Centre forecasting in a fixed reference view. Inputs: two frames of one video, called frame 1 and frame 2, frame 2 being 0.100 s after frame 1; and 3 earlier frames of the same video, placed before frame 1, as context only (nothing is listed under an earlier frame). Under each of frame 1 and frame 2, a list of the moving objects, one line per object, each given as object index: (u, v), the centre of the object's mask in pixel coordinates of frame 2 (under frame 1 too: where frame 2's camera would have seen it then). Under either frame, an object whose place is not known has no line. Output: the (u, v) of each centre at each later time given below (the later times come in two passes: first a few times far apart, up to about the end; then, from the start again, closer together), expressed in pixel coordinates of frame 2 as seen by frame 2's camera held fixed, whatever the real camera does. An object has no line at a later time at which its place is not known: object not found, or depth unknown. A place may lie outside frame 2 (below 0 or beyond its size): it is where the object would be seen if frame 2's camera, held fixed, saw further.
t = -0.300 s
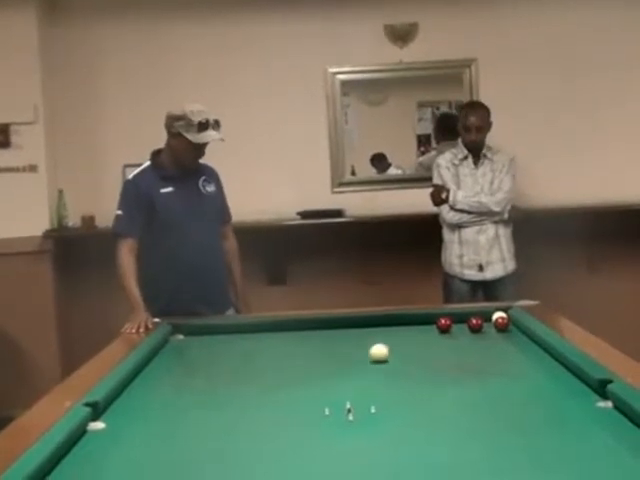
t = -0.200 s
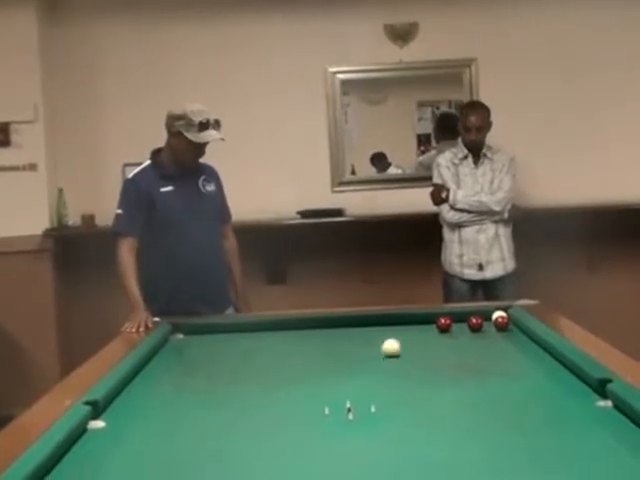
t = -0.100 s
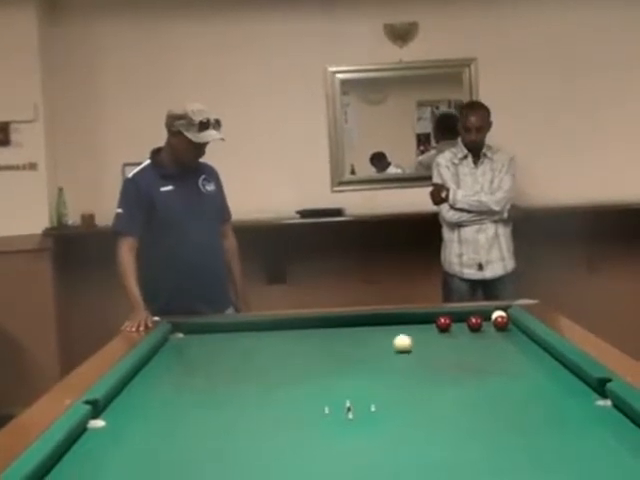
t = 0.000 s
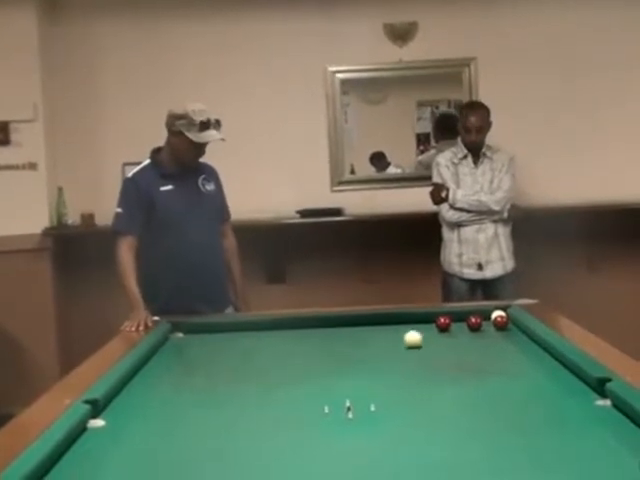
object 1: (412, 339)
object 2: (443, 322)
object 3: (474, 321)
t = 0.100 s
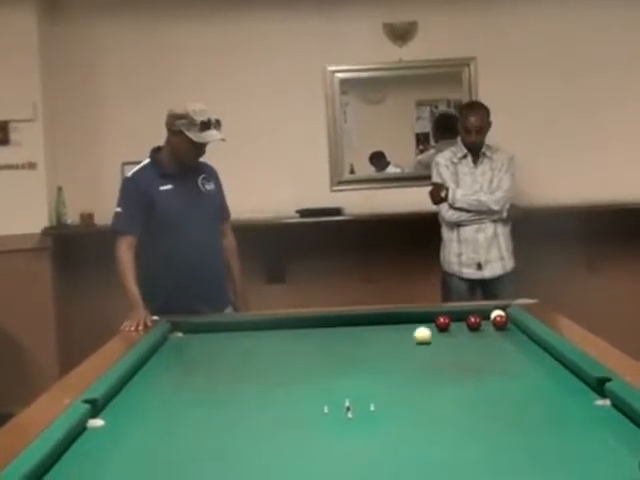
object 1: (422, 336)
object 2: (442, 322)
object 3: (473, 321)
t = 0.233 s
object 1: (435, 331)
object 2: (444, 320)
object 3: (473, 322)
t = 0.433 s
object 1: (454, 325)
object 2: (440, 321)
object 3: (473, 322)
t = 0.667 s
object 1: (461, 323)
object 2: (434, 320)
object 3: (485, 321)
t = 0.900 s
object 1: (465, 321)
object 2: (427, 318)
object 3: (488, 320)
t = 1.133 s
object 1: (468, 319)
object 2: (422, 318)
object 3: (488, 318)
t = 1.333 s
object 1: (471, 317)
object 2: (421, 318)
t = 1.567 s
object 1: (473, 316)
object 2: (419, 318)
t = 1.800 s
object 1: (475, 315)
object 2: (418, 319)
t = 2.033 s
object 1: (475, 315)
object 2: (416, 320)
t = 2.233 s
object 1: (476, 315)
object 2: (416, 320)
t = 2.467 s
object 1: (475, 316)
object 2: (415, 321)
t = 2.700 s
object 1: (475, 316)
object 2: (415, 321)
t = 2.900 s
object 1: (474, 316)
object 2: (415, 321)
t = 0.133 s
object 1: (426, 334)
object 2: (442, 322)
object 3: (473, 322)
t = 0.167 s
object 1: (428, 333)
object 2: (443, 321)
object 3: (474, 322)
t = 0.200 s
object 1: (432, 332)
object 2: (443, 321)
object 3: (474, 322)
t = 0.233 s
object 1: (435, 331)
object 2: (444, 320)
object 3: (473, 322)
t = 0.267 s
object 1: (438, 330)
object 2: (444, 319)
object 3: (473, 321)
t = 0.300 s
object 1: (441, 328)
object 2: (444, 318)
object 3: (474, 322)
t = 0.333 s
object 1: (444, 328)
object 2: (444, 317)
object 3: (474, 322)
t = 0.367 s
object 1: (447, 326)
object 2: (440, 319)
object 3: (474, 322)
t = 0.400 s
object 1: (450, 326)
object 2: (439, 321)
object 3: (474, 321)
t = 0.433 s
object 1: (454, 325)
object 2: (440, 321)
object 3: (473, 322)
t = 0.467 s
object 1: (457, 324)
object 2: (440, 321)
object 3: (474, 321)
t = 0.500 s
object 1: (458, 324)
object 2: (439, 321)
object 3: (477, 321)
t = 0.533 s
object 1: (459, 324)
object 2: (438, 321)
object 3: (480, 321)
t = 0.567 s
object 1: (459, 324)
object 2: (436, 321)
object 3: (482, 321)
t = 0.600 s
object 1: (460, 323)
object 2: (436, 321)
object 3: (483, 321)
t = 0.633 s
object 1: (461, 323)
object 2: (434, 320)
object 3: (484, 321)
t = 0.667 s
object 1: (461, 323)
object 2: (434, 320)
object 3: (485, 321)
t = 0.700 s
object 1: (462, 322)
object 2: (433, 320)
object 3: (485, 321)
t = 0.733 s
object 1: (462, 322)
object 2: (432, 320)
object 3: (486, 321)
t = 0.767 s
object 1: (463, 322)
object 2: (431, 319)
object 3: (487, 321)
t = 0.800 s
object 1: (464, 321)
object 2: (429, 318)
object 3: (487, 321)
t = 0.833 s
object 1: (464, 321)
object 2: (428, 319)
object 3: (488, 320)
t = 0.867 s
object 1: (465, 321)
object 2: (428, 318)
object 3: (488, 320)
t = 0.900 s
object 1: (465, 321)
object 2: (427, 318)
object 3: (488, 320)
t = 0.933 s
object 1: (466, 320)
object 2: (426, 318)
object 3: (489, 320)
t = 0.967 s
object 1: (466, 320)
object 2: (426, 318)
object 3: (488, 320)
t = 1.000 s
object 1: (467, 319)
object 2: (424, 317)
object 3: (488, 319)
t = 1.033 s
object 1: (467, 319)
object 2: (424, 317)
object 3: (488, 319)
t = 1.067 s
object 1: (467, 319)
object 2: (424, 317)
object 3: (488, 319)
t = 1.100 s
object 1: (468, 319)
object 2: (423, 318)
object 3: (488, 318)
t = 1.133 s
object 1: (468, 319)
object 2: (422, 318)
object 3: (488, 318)
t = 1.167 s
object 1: (469, 318)
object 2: (423, 318)
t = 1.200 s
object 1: (469, 318)
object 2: (422, 318)
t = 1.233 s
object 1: (470, 318)
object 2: (422, 318)
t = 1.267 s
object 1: (470, 318)
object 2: (421, 318)
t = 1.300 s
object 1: (470, 318)
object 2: (421, 318)
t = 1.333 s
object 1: (471, 317)
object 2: (421, 318)
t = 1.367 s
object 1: (471, 317)
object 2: (420, 318)
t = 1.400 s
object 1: (471, 317)
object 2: (421, 318)
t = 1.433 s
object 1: (471, 316)
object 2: (420, 318)
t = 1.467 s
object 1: (472, 316)
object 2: (420, 318)
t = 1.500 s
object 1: (472, 316)
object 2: (420, 318)
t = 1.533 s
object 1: (472, 316)
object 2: (420, 319)
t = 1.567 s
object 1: (473, 316)
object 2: (419, 318)
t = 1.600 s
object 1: (473, 316)
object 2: (419, 319)
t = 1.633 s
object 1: (473, 315)
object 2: (419, 319)
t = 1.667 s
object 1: (473, 315)
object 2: (419, 319)
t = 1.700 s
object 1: (474, 315)
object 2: (419, 318)
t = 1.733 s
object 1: (474, 315)
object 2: (418, 319)
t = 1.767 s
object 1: (475, 315)
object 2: (418, 319)
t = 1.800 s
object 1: (475, 315)
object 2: (418, 319)
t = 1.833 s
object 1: (475, 315)
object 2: (417, 319)
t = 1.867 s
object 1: (475, 315)
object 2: (417, 319)
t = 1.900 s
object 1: (475, 315)
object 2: (417, 319)
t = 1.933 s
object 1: (476, 315)
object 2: (417, 319)
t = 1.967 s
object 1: (476, 315)
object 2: (416, 320)
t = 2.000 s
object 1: (475, 315)
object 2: (417, 320)
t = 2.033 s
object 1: (475, 315)
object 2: (416, 320)
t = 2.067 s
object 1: (475, 315)
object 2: (416, 320)
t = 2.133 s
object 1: (476, 315)
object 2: (416, 320)
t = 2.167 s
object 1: (476, 315)
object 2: (416, 320)
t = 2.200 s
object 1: (476, 315)
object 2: (416, 320)
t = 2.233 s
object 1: (476, 315)
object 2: (416, 320)
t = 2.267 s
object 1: (475, 316)
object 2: (416, 320)
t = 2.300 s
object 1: (475, 316)
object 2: (416, 320)
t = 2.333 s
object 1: (475, 315)
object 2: (415, 321)
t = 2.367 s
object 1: (475, 316)
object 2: (415, 321)
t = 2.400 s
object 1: (475, 316)
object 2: (415, 321)
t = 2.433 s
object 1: (475, 316)
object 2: (415, 321)
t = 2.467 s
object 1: (475, 316)
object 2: (415, 321)
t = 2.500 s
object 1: (475, 316)
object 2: (415, 321)
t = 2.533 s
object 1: (475, 316)
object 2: (415, 321)
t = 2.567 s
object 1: (475, 316)
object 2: (415, 321)
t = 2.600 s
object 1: (475, 316)
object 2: (415, 321)
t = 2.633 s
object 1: (475, 316)
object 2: (415, 321)
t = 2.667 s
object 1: (475, 316)
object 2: (415, 321)
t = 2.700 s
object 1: (475, 316)
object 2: (415, 321)
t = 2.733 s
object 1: (475, 316)
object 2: (415, 321)
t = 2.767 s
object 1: (475, 316)
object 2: (415, 321)
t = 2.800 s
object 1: (475, 316)
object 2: (415, 321)
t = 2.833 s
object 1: (475, 316)
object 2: (415, 321)
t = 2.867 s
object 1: (475, 316)
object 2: (415, 321)
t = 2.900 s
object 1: (474, 316)
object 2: (415, 321)
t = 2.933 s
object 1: (475, 316)
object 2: (415, 321)
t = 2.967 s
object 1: (475, 316)
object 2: (415, 321)
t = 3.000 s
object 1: (475, 316)
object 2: (415, 321)
